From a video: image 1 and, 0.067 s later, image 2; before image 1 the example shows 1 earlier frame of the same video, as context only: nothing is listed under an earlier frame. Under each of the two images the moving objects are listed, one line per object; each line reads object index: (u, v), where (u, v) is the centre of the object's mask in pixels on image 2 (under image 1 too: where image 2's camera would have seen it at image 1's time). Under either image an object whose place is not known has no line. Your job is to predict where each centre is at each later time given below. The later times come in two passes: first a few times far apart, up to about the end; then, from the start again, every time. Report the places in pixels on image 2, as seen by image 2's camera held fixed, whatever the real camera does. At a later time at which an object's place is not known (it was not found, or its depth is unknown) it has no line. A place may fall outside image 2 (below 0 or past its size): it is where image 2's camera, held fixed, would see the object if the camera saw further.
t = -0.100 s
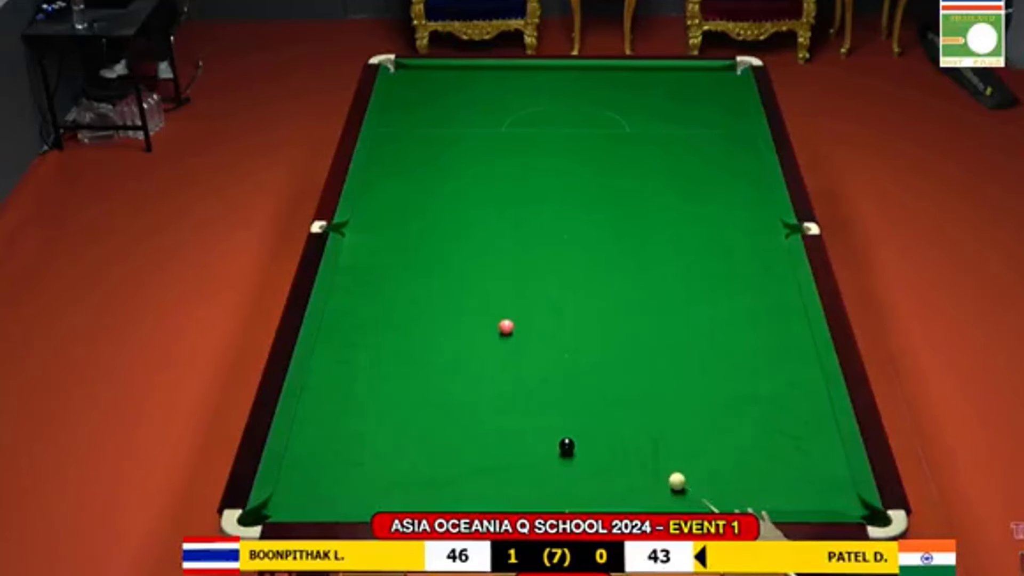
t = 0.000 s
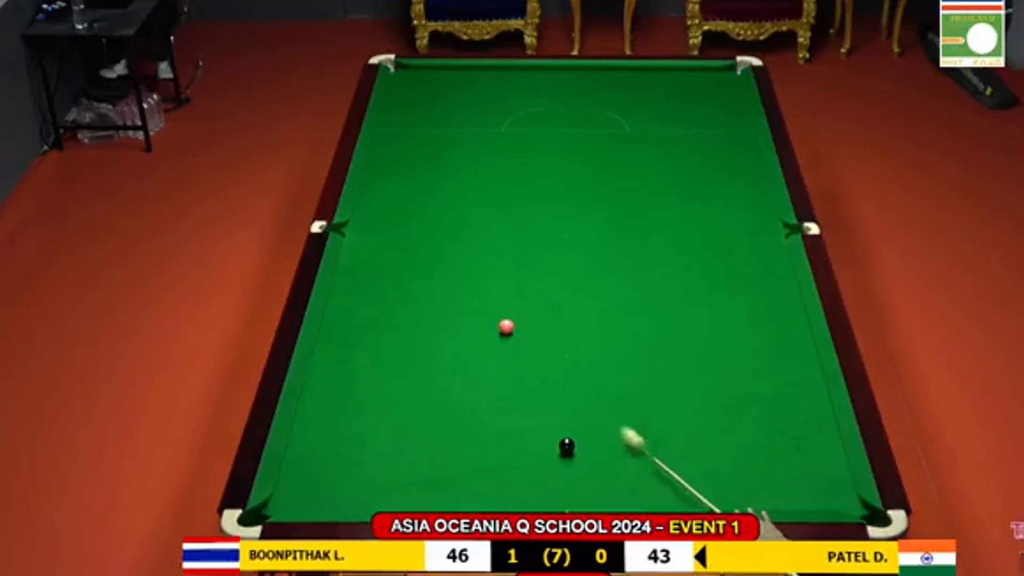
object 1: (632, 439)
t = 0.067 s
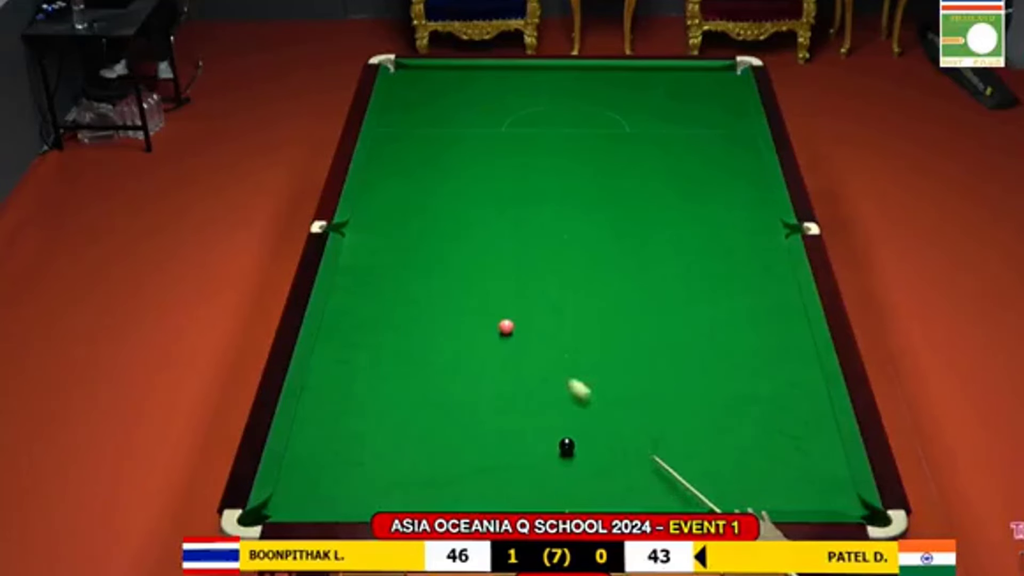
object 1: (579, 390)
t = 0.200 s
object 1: (517, 330)
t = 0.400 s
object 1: (540, 308)
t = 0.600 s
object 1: (547, 280)
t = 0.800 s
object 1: (542, 247)
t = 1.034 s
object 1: (535, 212)
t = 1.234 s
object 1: (530, 185)
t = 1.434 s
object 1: (526, 160)
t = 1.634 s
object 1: (521, 137)
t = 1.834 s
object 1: (517, 116)
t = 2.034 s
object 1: (514, 97)
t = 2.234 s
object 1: (510, 79)
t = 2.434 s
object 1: (506, 72)
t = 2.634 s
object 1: (503, 83)
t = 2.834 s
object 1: (500, 94)
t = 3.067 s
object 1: (496, 108)
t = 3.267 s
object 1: (492, 120)
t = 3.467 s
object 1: (489, 131)
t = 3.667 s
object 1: (485, 143)
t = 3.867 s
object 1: (482, 155)
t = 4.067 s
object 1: (479, 167)
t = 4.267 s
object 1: (475, 179)
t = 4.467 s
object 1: (472, 190)
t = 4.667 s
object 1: (469, 202)
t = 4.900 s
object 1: (465, 215)
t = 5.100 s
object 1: (462, 227)
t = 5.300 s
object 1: (459, 239)
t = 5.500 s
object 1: (456, 251)
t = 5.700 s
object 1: (452, 262)
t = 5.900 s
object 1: (449, 274)
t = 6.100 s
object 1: (446, 285)
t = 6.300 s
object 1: (442, 297)
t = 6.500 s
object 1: (439, 307)
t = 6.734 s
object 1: (435, 320)
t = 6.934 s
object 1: (433, 331)
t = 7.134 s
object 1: (430, 341)
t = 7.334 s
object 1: (427, 351)
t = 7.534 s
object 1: (424, 360)
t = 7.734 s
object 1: (421, 370)
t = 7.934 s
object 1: (419, 379)
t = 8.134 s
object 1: (416, 387)
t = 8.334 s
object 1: (413, 396)
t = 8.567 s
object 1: (410, 405)
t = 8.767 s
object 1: (408, 412)
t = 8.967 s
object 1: (405, 419)
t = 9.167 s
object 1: (402, 426)
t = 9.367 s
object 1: (401, 431)
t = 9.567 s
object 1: (399, 437)
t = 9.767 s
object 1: (397, 442)
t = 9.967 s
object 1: (396, 446)
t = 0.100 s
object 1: (567, 379)
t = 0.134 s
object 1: (544, 358)
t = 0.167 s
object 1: (523, 337)
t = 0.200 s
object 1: (517, 330)
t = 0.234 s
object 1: (522, 326)
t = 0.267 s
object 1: (528, 322)
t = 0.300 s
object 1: (530, 320)
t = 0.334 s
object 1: (534, 316)
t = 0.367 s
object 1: (538, 311)
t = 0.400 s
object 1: (540, 308)
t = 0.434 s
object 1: (542, 303)
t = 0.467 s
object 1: (544, 297)
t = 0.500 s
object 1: (545, 295)
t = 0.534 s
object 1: (546, 289)
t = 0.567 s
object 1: (547, 283)
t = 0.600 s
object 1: (547, 280)
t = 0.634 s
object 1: (546, 273)
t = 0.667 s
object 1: (545, 267)
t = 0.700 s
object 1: (545, 263)
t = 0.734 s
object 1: (543, 256)
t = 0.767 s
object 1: (542, 250)
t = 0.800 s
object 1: (542, 247)
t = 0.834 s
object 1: (541, 241)
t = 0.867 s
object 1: (540, 235)
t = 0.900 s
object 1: (539, 232)
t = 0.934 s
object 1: (538, 226)
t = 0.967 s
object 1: (537, 220)
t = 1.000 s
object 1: (536, 218)
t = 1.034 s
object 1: (535, 212)
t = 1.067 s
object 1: (535, 206)
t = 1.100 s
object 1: (534, 203)
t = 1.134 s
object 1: (533, 198)
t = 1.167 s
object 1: (532, 193)
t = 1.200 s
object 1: (531, 190)
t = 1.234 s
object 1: (530, 185)
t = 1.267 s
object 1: (529, 180)
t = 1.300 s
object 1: (529, 177)
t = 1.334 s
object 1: (528, 172)
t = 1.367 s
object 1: (527, 167)
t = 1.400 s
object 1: (526, 165)
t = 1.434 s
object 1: (526, 160)
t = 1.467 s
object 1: (525, 156)
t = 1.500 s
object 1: (524, 153)
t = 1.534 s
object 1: (523, 148)
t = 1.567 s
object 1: (523, 144)
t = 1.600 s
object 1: (522, 142)
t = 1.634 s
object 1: (521, 137)
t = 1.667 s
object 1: (520, 133)
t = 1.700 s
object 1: (520, 131)
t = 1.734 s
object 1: (519, 126)
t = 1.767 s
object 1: (519, 122)
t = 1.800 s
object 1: (518, 120)
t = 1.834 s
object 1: (517, 116)
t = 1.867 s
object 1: (516, 112)
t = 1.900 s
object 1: (516, 110)
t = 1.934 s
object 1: (515, 106)
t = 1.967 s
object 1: (514, 102)
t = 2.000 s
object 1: (514, 101)
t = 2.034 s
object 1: (514, 97)
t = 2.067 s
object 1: (513, 93)
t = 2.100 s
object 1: (513, 91)
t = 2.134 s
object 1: (512, 88)
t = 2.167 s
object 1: (511, 84)
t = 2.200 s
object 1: (511, 82)
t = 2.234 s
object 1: (510, 79)
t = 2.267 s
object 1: (509, 75)
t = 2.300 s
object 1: (509, 74)
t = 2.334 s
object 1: (508, 70)
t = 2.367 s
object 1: (508, 68)
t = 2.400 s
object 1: (507, 69)
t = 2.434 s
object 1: (506, 72)
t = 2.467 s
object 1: (506, 75)
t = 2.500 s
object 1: (505, 76)
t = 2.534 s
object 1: (505, 77)
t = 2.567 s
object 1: (504, 80)
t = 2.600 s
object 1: (504, 81)
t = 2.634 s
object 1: (503, 83)
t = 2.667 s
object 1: (502, 86)
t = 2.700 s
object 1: (502, 87)
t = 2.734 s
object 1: (501, 89)
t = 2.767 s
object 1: (501, 91)
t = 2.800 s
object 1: (500, 92)
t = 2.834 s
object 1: (500, 94)
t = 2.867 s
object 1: (499, 96)
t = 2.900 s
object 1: (499, 98)
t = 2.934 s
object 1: (498, 100)
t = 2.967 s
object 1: (497, 103)
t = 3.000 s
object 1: (497, 104)
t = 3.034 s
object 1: (496, 106)
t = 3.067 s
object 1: (496, 108)
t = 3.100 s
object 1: (495, 109)
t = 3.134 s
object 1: (494, 112)
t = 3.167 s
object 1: (494, 114)
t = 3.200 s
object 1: (493, 115)
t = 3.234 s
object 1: (493, 117)
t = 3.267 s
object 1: (492, 120)
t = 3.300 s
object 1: (492, 121)
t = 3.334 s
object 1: (491, 123)
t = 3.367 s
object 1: (491, 125)
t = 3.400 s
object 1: (490, 127)
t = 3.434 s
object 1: (489, 129)
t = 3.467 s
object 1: (489, 131)
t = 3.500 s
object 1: (488, 132)
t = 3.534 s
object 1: (488, 135)
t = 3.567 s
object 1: (487, 137)
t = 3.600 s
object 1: (487, 138)
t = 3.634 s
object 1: (486, 141)
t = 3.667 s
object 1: (485, 143)
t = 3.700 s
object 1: (485, 144)
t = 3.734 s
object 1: (485, 146)
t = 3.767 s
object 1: (484, 149)
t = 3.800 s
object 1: (484, 150)
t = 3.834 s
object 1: (483, 152)
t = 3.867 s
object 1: (482, 155)
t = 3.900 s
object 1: (482, 156)
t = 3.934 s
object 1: (481, 158)
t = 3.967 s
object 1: (480, 161)
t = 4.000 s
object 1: (480, 162)
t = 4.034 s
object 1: (479, 164)
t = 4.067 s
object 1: (479, 167)
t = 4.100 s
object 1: (478, 168)
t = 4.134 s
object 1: (478, 170)
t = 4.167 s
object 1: (477, 173)
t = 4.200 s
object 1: (477, 174)
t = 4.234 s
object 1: (476, 176)
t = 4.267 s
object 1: (475, 179)
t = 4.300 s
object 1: (475, 180)
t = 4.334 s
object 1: (474, 182)
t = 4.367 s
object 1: (473, 185)
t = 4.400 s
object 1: (473, 186)
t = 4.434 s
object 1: (473, 188)
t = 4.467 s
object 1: (472, 190)
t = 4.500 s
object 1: (472, 192)
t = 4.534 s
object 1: (471, 194)
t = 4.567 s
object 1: (470, 197)
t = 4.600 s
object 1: (470, 198)
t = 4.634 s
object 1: (469, 200)
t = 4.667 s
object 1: (469, 202)
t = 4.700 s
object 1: (468, 204)
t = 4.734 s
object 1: (468, 206)
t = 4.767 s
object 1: (467, 208)
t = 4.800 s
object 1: (467, 210)
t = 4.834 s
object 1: (466, 212)
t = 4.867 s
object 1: (466, 214)
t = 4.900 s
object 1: (465, 215)
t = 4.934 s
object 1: (465, 218)
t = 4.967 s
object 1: (464, 220)
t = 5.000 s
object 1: (464, 221)
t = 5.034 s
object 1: (463, 224)
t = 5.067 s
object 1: (462, 226)
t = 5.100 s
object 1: (462, 227)
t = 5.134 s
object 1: (461, 230)
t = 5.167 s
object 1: (461, 232)
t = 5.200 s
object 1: (461, 233)
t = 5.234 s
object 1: (460, 236)
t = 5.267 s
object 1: (459, 238)
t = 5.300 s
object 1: (459, 239)
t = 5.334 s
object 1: (458, 241)
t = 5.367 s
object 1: (458, 244)
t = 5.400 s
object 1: (457, 245)
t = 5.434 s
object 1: (457, 247)
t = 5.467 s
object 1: (456, 250)
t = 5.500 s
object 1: (456, 251)
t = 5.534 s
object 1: (455, 253)
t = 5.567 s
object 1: (454, 256)
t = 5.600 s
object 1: (454, 256)
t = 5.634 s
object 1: (453, 259)
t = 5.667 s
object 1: (453, 261)
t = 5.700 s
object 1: (452, 262)
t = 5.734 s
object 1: (451, 265)
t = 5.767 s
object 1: (451, 267)
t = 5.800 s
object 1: (451, 268)
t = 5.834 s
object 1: (450, 270)
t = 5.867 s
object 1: (449, 273)
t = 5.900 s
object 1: (449, 274)
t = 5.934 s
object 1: (448, 276)
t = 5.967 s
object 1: (447, 278)
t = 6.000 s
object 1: (447, 280)
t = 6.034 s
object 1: (447, 282)
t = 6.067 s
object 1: (446, 284)
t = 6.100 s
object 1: (446, 285)
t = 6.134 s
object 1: (445, 287)
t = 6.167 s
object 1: (444, 289)
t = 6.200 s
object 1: (443, 291)
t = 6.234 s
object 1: (443, 293)
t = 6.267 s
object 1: (443, 295)
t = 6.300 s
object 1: (442, 297)
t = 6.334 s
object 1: (442, 299)
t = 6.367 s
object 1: (441, 301)
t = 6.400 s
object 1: (441, 302)
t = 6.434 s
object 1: (440, 304)
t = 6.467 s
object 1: (439, 306)
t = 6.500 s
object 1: (439, 307)
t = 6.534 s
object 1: (439, 309)
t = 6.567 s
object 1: (438, 312)
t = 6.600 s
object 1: (438, 313)
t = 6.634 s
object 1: (437, 315)
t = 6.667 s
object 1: (436, 317)
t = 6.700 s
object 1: (436, 318)
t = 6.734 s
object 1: (435, 320)
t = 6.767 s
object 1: (435, 322)
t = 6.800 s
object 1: (435, 323)
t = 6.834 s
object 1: (434, 325)
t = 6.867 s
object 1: (433, 328)
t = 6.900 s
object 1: (433, 329)
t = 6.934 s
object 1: (433, 331)
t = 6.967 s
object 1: (432, 333)
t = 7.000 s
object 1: (432, 334)
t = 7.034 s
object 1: (431, 336)
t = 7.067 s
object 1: (430, 338)
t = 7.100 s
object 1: (430, 339)
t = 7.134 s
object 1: (430, 341)
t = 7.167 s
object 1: (429, 343)
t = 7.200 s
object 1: (429, 344)
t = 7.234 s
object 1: (428, 346)
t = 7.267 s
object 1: (428, 348)
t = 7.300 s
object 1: (427, 349)
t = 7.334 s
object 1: (427, 351)
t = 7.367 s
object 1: (427, 353)
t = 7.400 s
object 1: (426, 353)
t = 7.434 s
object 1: (426, 356)
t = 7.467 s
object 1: (425, 358)
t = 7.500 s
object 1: (425, 359)
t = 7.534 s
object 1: (424, 360)
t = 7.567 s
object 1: (424, 362)
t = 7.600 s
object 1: (423, 363)
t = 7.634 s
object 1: (423, 365)
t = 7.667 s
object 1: (422, 367)
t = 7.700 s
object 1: (422, 368)
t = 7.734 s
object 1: (421, 370)
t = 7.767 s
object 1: (421, 372)
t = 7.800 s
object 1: (420, 373)
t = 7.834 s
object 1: (420, 374)
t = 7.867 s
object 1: (420, 376)
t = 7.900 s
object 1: (419, 377)
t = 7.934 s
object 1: (419, 379)
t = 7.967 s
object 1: (418, 380)
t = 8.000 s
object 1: (418, 381)
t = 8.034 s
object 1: (417, 383)
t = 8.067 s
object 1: (417, 385)
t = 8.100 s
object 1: (417, 385)
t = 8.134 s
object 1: (416, 387)
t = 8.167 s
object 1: (415, 389)
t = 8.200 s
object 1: (415, 390)
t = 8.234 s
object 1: (414, 391)
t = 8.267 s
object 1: (414, 393)
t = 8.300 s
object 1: (414, 394)
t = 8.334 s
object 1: (413, 396)
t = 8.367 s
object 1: (413, 397)
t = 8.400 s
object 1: (412, 398)
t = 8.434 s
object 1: (412, 399)
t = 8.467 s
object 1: (411, 401)
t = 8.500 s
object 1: (411, 402)
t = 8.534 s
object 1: (410, 403)
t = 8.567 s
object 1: (410, 405)
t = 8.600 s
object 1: (410, 406)
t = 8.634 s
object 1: (409, 407)
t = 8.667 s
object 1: (409, 409)
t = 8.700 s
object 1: (408, 409)
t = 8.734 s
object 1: (408, 411)
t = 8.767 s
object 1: (408, 412)
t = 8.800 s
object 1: (407, 413)
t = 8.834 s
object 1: (407, 414)
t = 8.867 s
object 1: (406, 416)
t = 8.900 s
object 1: (406, 416)
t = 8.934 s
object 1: (405, 418)
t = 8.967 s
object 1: (405, 419)
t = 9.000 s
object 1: (405, 419)
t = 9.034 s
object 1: (404, 421)
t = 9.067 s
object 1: (404, 422)
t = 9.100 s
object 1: (403, 423)
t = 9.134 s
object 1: (403, 424)
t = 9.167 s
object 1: (402, 426)
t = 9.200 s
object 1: (402, 426)
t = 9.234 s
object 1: (402, 427)
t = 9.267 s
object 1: (402, 428)
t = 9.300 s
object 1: (401, 429)
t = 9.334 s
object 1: (401, 430)
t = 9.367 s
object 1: (401, 431)
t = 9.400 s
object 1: (400, 432)
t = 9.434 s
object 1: (400, 433)
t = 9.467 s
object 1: (400, 434)
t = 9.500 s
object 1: (399, 435)
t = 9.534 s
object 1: (399, 436)
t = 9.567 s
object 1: (399, 437)
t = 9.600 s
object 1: (399, 437)
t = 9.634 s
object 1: (398, 438)
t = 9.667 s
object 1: (398, 439)
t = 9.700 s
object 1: (398, 440)
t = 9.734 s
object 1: (397, 441)
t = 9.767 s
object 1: (397, 442)
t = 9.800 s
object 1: (397, 442)
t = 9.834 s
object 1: (397, 443)
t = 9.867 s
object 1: (396, 444)
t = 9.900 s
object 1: (396, 445)
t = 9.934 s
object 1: (396, 445)
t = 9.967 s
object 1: (396, 446)
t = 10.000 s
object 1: (396, 446)
